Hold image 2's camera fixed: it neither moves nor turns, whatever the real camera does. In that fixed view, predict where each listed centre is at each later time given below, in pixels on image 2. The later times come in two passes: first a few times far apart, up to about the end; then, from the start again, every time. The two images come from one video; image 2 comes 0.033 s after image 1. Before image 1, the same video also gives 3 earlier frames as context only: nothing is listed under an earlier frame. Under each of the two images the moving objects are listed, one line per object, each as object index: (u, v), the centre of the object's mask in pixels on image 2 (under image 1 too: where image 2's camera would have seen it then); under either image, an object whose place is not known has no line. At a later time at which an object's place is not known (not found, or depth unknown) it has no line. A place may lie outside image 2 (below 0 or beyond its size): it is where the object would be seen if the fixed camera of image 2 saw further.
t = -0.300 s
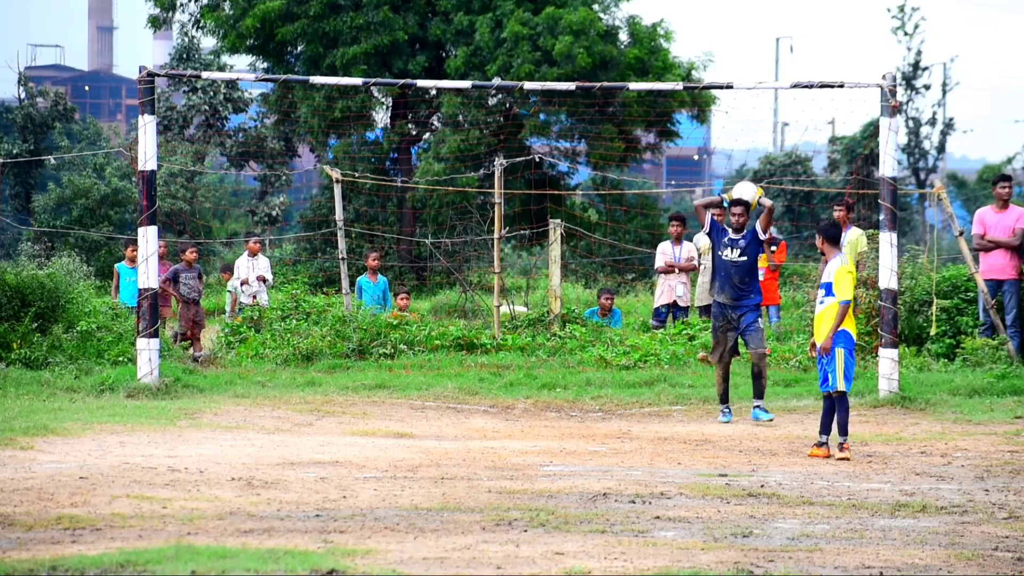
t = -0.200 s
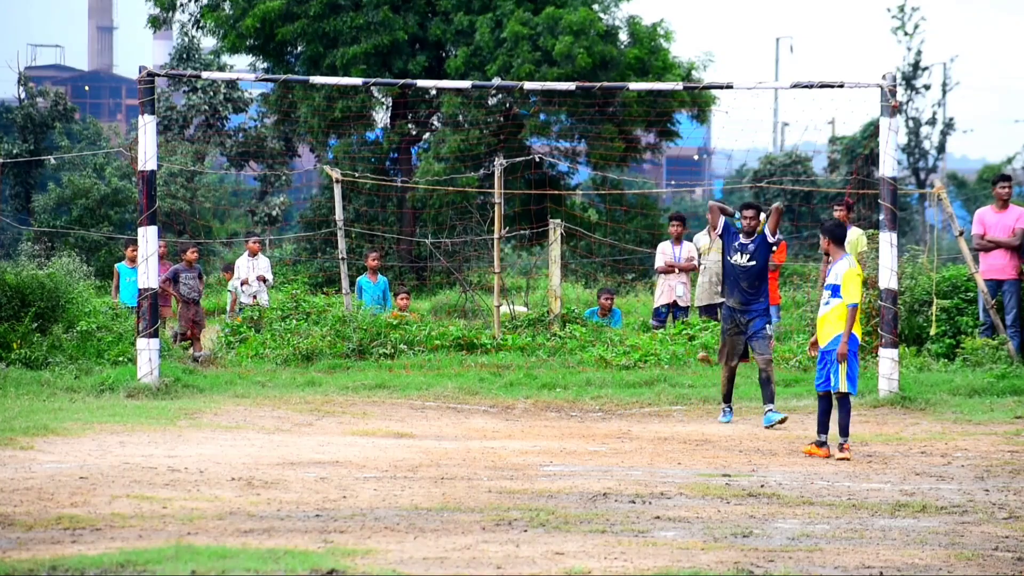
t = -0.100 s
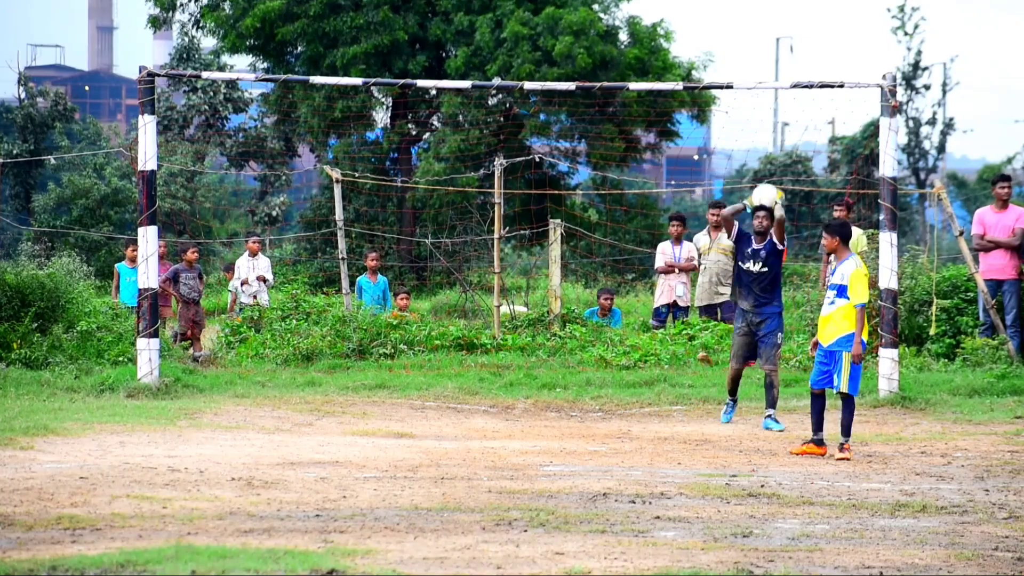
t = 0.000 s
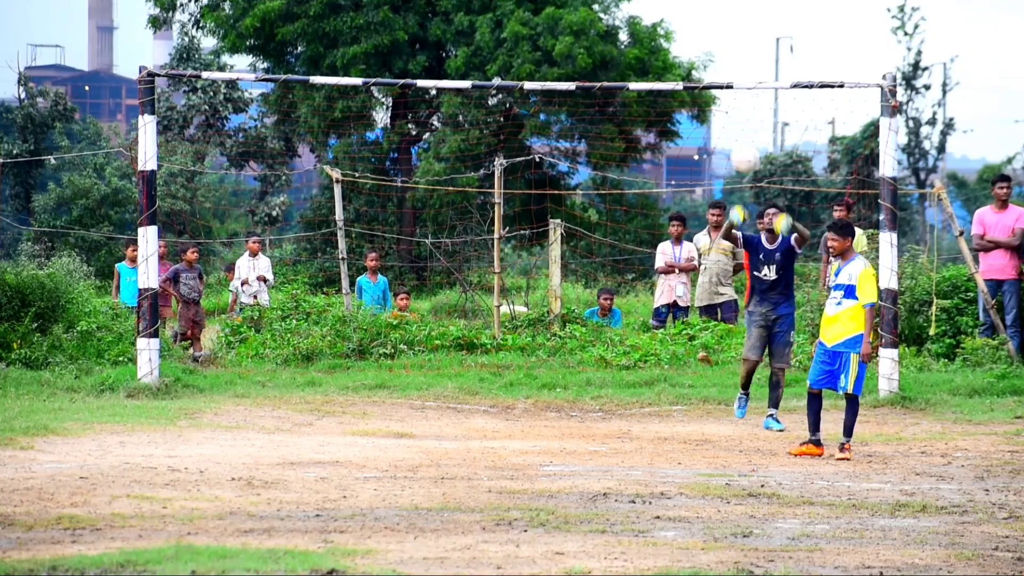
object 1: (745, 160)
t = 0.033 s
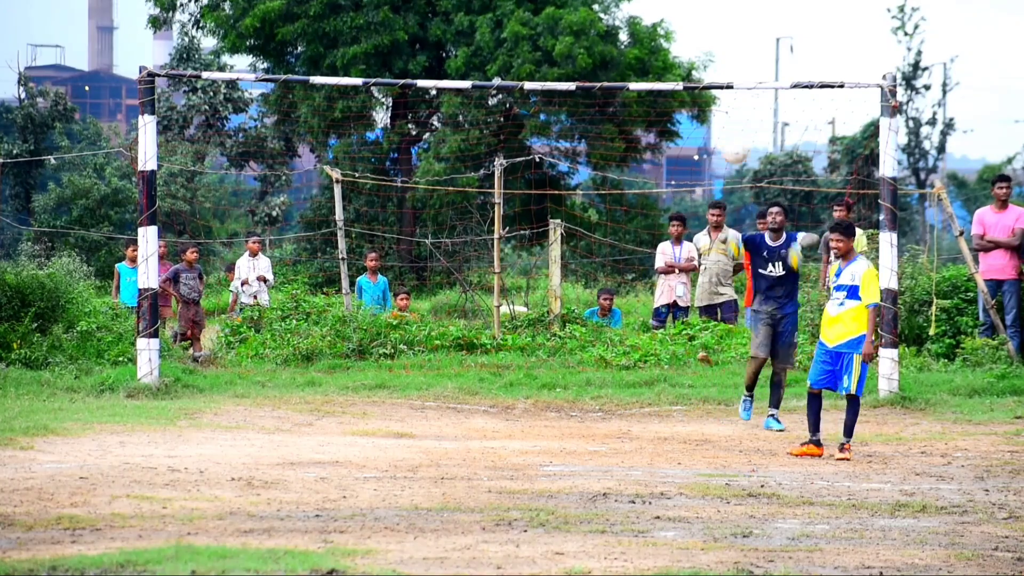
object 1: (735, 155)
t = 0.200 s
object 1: (682, 129)
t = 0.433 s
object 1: (594, 170)
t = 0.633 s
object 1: (502, 275)
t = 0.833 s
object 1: (396, 458)
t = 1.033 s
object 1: (337, 330)
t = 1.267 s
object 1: (263, 262)
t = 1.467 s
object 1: (195, 281)
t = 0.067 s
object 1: (724, 145)
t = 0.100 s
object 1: (714, 137)
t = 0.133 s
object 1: (704, 133)
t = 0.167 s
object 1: (693, 130)
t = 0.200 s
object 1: (682, 129)
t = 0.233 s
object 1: (670, 130)
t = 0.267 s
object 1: (659, 133)
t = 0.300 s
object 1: (647, 137)
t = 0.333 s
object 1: (634, 142)
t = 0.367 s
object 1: (621, 150)
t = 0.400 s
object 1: (608, 159)
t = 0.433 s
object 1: (594, 170)
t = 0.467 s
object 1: (580, 182)
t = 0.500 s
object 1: (565, 197)
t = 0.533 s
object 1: (550, 214)
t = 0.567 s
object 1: (534, 232)
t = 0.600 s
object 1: (518, 253)
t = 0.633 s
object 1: (502, 275)
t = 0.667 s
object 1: (484, 300)
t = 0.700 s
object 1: (467, 328)
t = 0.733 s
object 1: (450, 357)
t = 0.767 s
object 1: (432, 389)
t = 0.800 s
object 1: (415, 423)
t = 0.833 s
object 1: (396, 458)
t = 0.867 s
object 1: (386, 432)
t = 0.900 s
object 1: (376, 409)
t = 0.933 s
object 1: (367, 386)
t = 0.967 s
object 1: (357, 366)
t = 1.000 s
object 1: (347, 347)
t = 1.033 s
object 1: (337, 330)
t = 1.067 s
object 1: (327, 314)
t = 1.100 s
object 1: (316, 301)
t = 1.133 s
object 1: (306, 289)
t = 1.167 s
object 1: (295, 279)
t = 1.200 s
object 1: (285, 271)
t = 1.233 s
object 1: (274, 266)
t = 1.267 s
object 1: (263, 262)
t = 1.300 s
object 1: (251, 259)
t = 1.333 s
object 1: (240, 259)
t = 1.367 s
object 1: (229, 262)
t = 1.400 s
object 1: (218, 266)
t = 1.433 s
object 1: (206, 272)
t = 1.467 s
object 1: (195, 281)
